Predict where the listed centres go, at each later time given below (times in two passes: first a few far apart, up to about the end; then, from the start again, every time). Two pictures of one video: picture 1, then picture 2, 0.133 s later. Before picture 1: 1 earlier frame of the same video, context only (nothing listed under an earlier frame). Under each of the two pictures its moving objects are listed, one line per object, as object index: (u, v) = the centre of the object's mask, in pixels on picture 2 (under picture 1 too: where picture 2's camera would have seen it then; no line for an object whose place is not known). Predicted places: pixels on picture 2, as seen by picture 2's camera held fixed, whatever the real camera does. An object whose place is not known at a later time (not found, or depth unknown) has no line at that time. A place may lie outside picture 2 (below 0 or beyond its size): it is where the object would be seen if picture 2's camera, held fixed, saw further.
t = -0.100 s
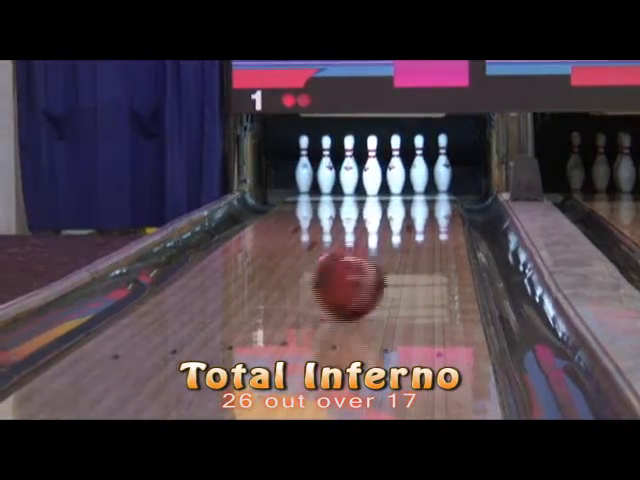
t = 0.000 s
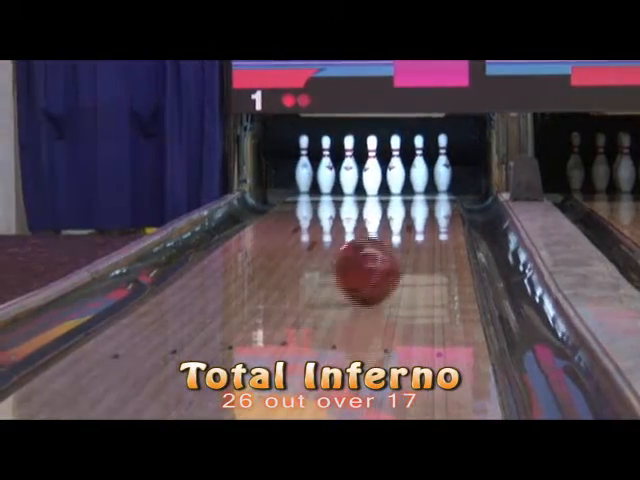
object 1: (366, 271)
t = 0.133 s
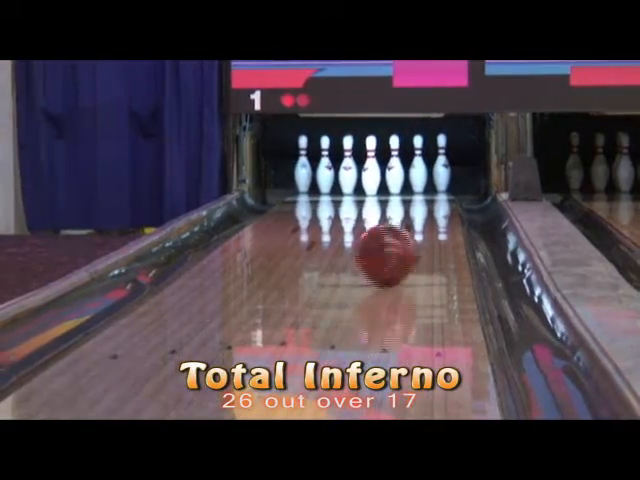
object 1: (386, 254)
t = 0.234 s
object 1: (398, 245)
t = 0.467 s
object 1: (417, 223)
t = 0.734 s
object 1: (428, 207)
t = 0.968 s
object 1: (427, 195)
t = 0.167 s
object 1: (391, 251)
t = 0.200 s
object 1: (394, 247)
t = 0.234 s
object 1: (398, 245)
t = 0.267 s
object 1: (402, 241)
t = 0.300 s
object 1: (404, 238)
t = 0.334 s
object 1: (408, 234)
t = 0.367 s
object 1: (411, 232)
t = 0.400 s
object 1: (413, 229)
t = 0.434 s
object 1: (415, 226)
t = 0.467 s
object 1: (417, 223)
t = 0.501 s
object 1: (420, 221)
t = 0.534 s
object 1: (421, 220)
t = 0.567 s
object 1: (423, 216)
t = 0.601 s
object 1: (424, 214)
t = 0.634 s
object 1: (425, 213)
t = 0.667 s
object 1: (427, 210)
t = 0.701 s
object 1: (426, 209)
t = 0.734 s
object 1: (428, 207)
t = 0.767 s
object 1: (428, 205)
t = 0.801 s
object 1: (429, 203)
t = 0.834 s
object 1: (429, 202)
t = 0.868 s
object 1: (429, 200)
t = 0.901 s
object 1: (428, 198)
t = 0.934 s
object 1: (427, 197)
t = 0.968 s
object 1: (427, 195)
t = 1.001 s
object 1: (426, 194)
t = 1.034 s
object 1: (424, 193)
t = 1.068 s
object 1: (423, 192)
